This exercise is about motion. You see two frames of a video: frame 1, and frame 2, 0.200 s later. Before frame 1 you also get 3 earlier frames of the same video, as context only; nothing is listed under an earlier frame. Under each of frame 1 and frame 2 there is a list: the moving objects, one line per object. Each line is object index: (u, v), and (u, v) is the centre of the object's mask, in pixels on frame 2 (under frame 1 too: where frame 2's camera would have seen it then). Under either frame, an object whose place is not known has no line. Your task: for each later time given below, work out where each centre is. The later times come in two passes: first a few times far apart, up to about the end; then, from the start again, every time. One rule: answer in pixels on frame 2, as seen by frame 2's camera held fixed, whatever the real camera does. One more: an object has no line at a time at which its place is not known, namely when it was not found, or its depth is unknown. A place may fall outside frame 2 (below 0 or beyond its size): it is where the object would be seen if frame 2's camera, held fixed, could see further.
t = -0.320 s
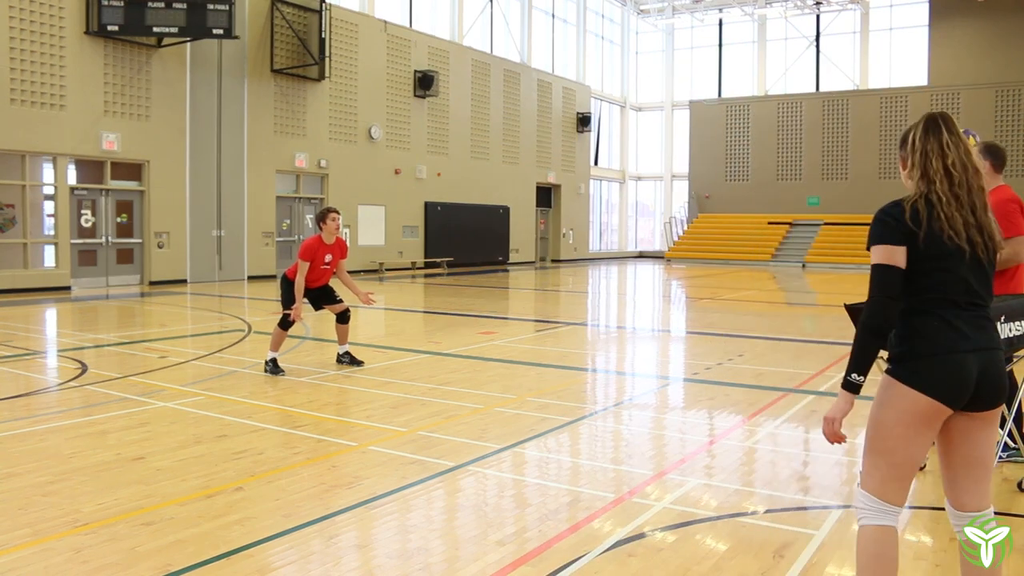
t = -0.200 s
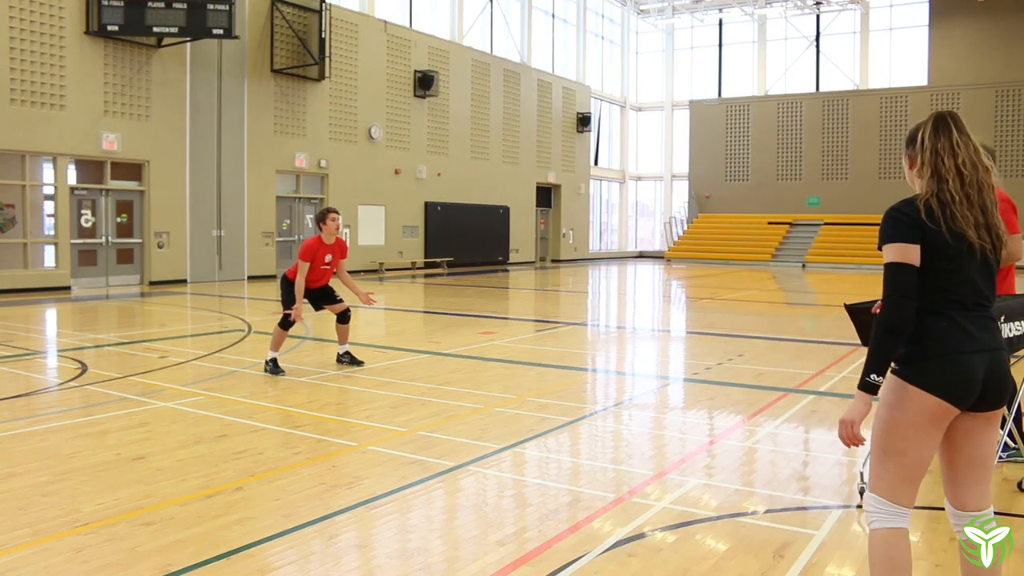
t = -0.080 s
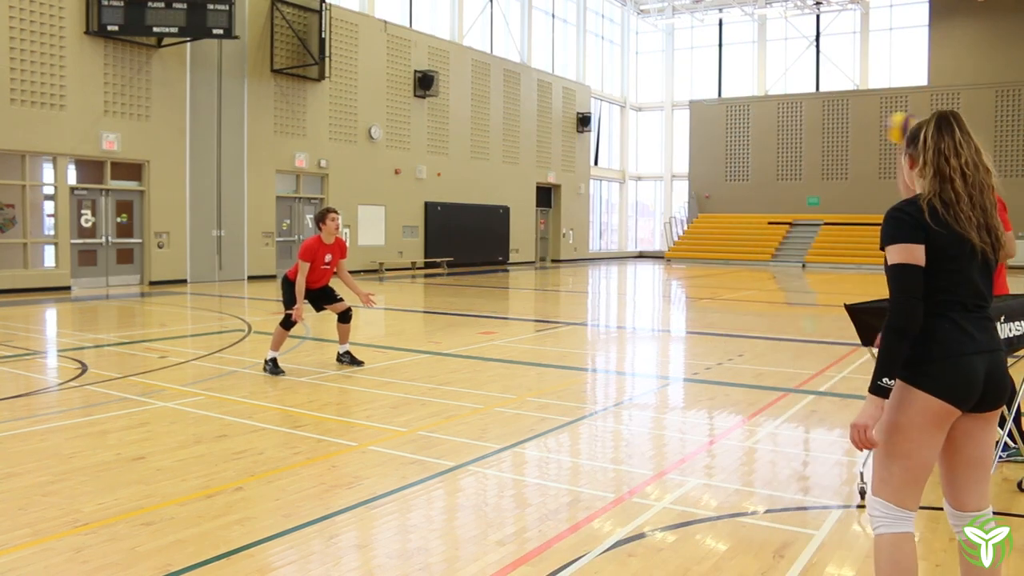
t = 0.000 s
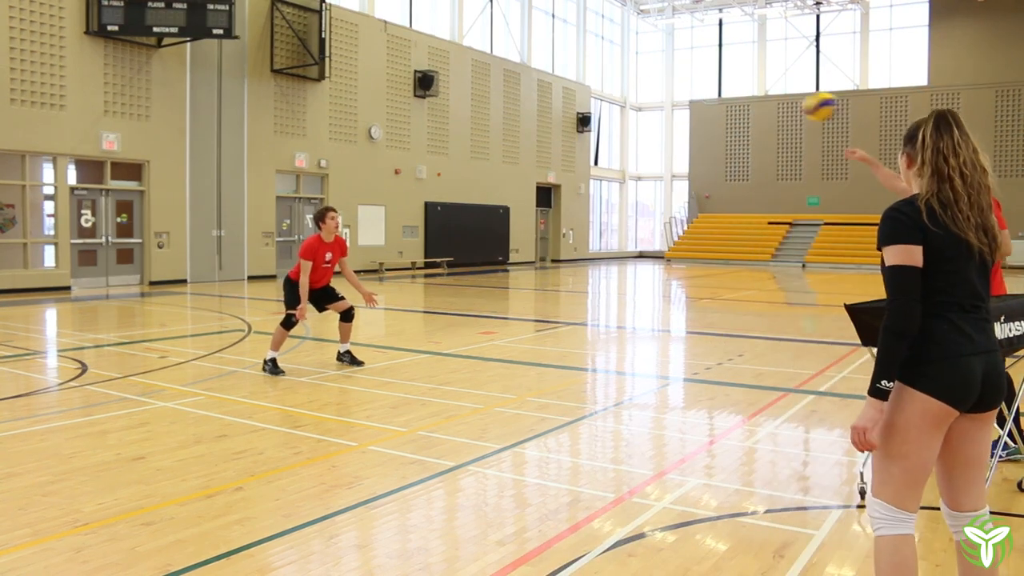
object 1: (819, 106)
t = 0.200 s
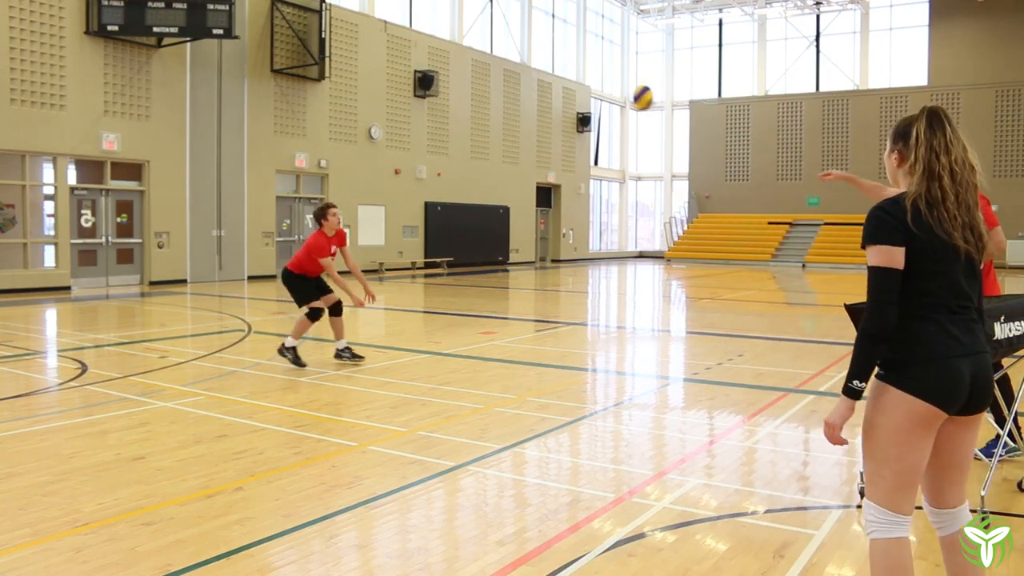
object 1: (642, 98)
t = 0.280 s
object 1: (585, 106)
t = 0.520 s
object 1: (447, 166)
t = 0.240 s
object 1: (614, 101)
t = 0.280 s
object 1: (585, 106)
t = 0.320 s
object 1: (559, 113)
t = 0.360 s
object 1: (533, 121)
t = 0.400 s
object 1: (510, 130)
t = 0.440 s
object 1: (488, 141)
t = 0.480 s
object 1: (467, 152)
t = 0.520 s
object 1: (447, 166)
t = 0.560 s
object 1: (429, 179)
